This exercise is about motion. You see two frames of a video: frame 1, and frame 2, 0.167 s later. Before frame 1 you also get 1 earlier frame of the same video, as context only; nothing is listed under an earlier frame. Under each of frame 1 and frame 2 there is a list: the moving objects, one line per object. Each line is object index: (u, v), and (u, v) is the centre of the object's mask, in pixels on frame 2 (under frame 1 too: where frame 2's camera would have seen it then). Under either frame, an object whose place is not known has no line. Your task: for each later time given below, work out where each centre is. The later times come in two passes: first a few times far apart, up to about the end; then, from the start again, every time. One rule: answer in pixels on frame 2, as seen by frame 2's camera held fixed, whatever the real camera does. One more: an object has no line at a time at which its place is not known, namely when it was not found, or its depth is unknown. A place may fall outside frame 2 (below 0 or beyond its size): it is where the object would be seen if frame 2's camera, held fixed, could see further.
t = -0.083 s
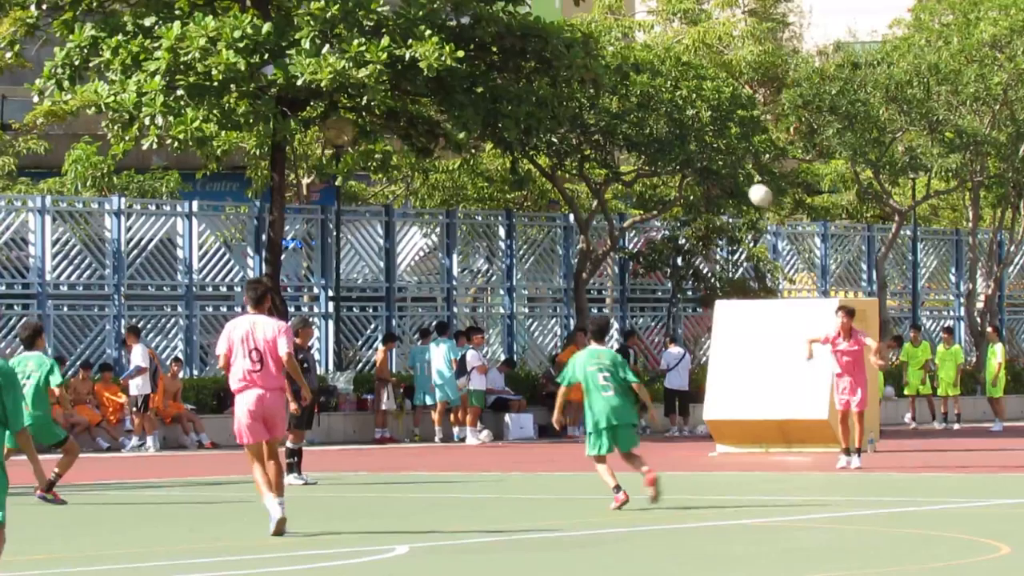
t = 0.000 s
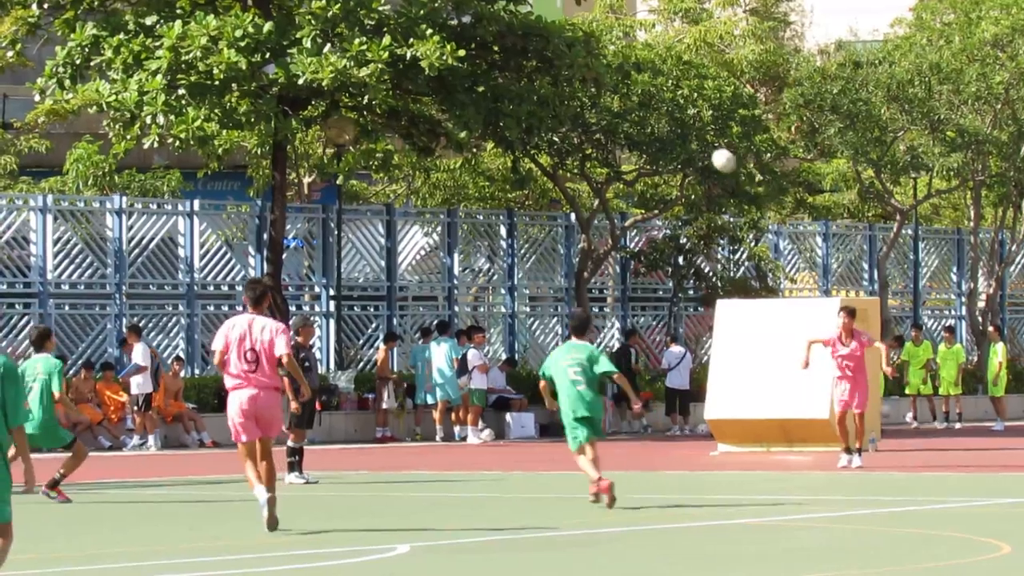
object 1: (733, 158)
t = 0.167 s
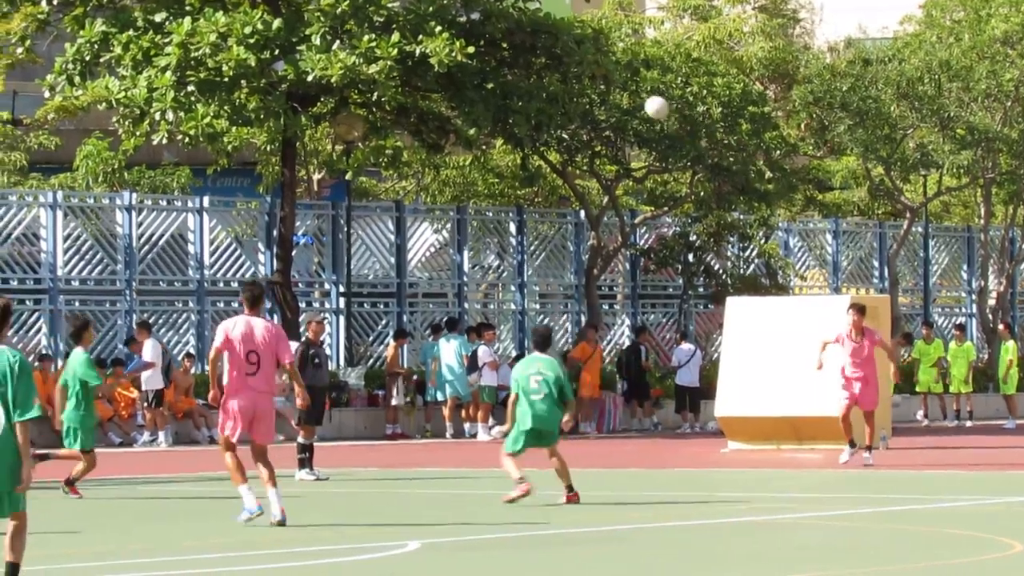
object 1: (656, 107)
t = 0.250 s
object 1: (617, 92)
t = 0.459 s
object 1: (513, 83)
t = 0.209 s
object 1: (637, 99)
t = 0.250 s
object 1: (617, 92)
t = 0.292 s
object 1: (598, 87)
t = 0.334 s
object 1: (578, 83)
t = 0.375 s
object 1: (556, 81)
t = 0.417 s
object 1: (535, 81)
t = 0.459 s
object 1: (513, 83)
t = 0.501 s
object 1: (490, 87)
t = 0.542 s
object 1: (469, 93)
